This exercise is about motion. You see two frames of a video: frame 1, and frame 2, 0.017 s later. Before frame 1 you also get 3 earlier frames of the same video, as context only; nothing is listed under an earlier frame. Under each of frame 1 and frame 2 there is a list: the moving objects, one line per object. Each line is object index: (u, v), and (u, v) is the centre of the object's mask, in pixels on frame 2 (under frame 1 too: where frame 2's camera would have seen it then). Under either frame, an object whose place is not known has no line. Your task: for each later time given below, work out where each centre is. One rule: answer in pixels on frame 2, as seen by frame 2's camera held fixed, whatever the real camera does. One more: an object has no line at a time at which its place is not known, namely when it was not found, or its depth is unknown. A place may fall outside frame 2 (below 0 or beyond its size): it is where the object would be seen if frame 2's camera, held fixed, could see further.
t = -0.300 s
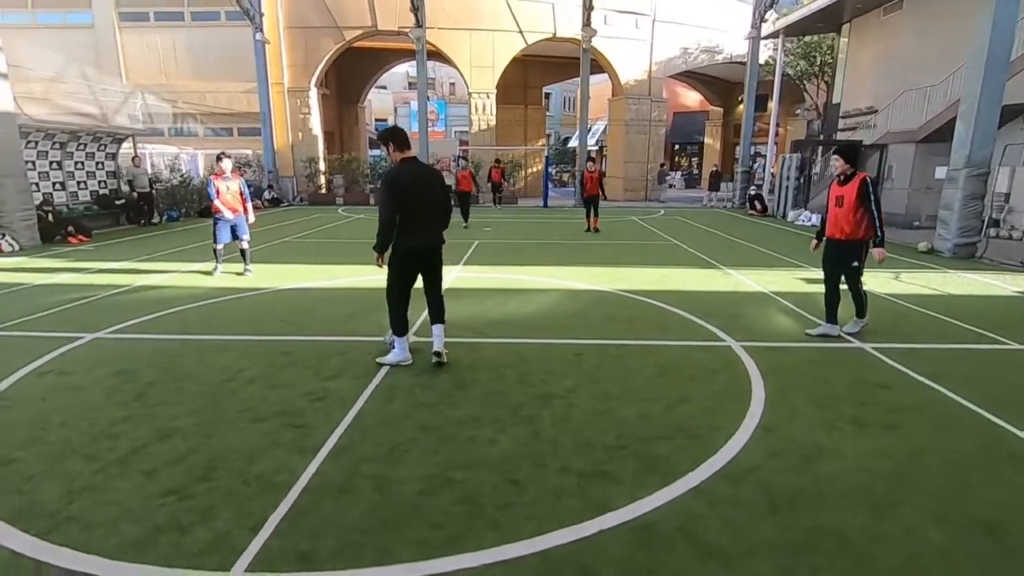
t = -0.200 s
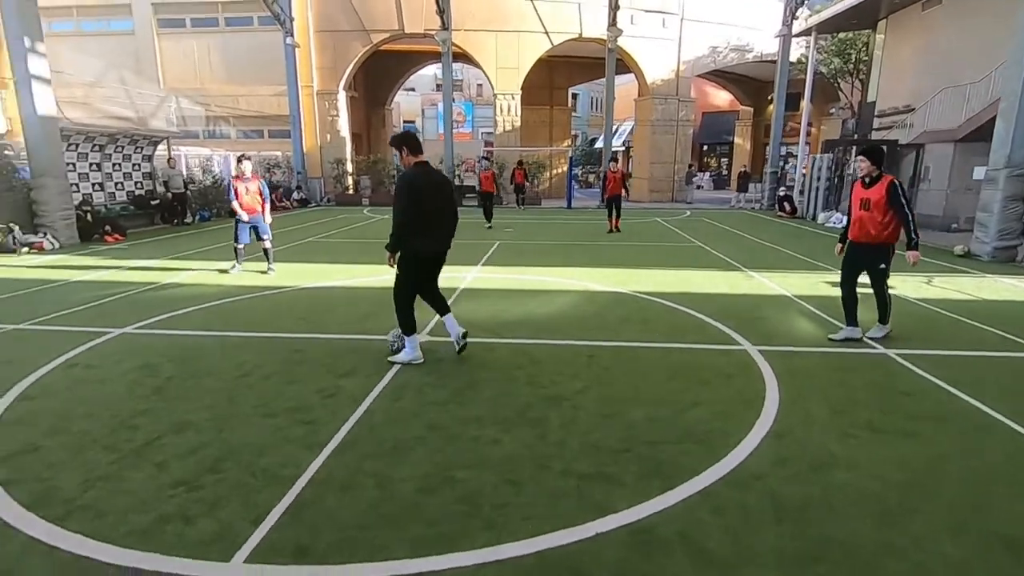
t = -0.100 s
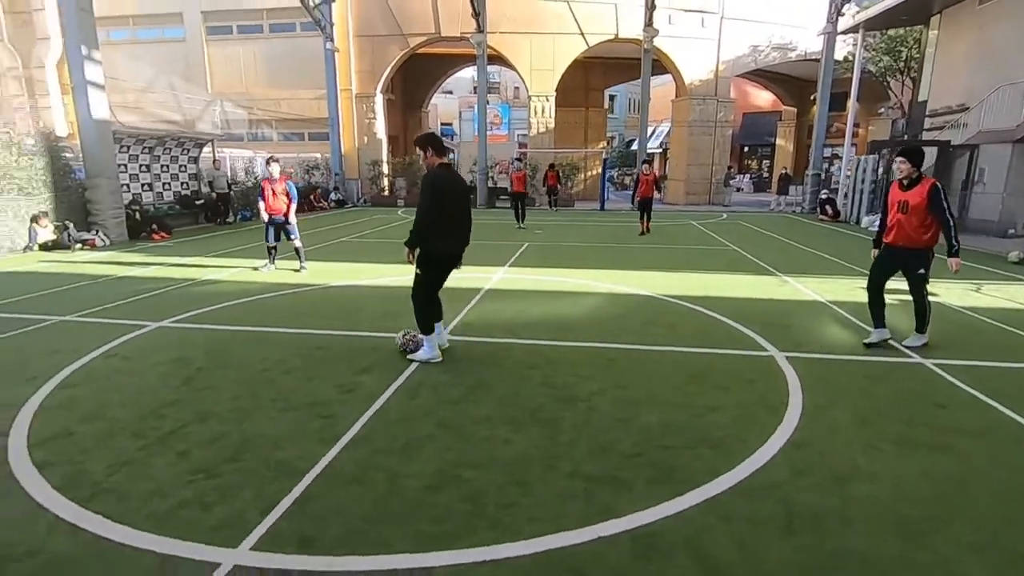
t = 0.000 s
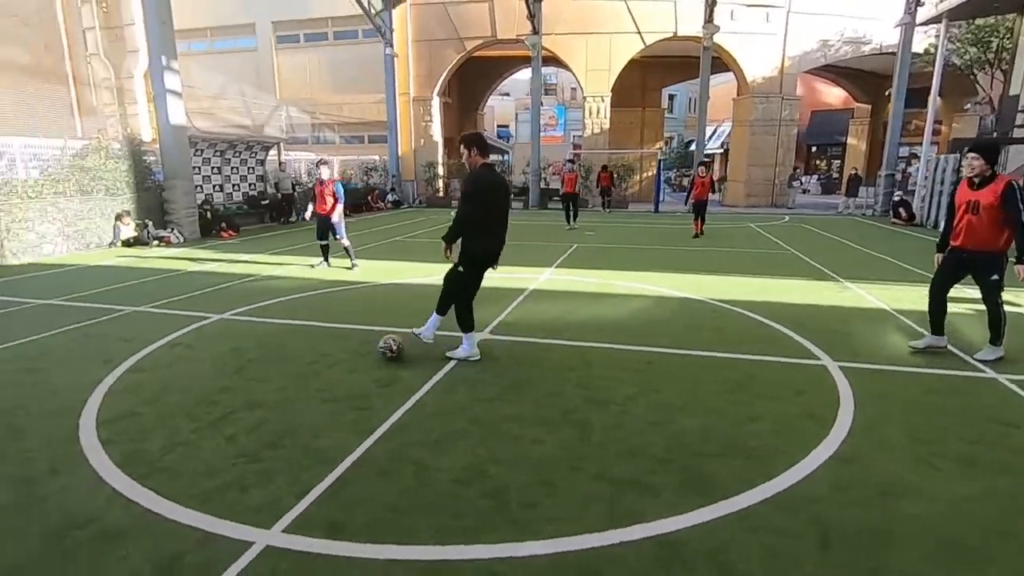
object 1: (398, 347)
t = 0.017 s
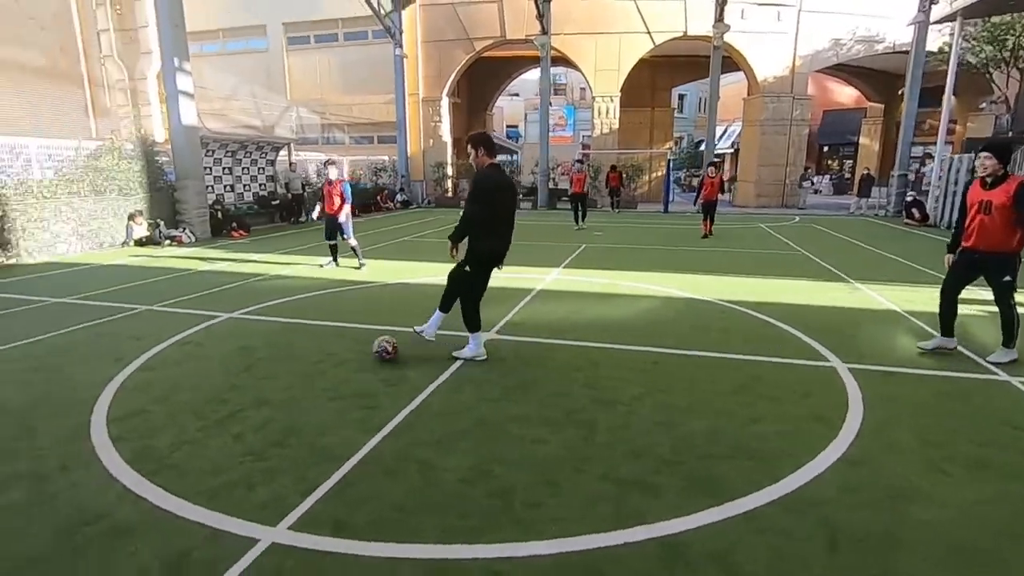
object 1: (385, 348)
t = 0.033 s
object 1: (372, 350)
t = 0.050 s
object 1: (360, 352)
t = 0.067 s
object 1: (348, 354)
